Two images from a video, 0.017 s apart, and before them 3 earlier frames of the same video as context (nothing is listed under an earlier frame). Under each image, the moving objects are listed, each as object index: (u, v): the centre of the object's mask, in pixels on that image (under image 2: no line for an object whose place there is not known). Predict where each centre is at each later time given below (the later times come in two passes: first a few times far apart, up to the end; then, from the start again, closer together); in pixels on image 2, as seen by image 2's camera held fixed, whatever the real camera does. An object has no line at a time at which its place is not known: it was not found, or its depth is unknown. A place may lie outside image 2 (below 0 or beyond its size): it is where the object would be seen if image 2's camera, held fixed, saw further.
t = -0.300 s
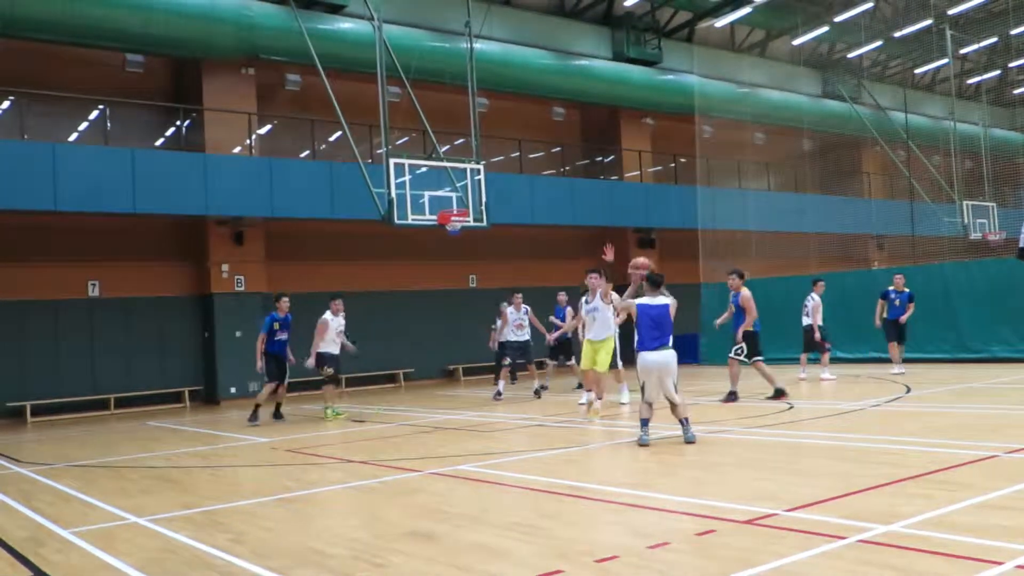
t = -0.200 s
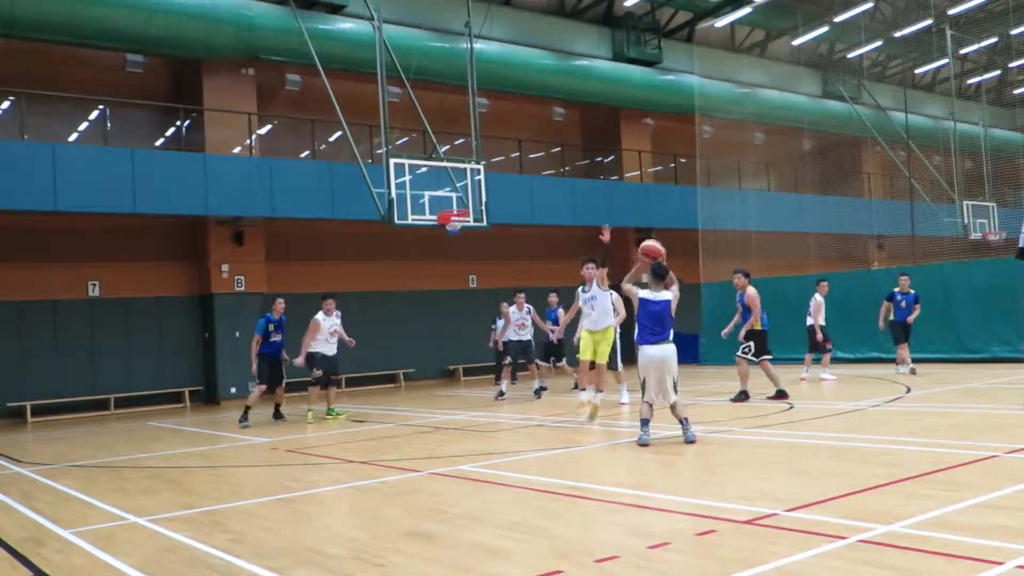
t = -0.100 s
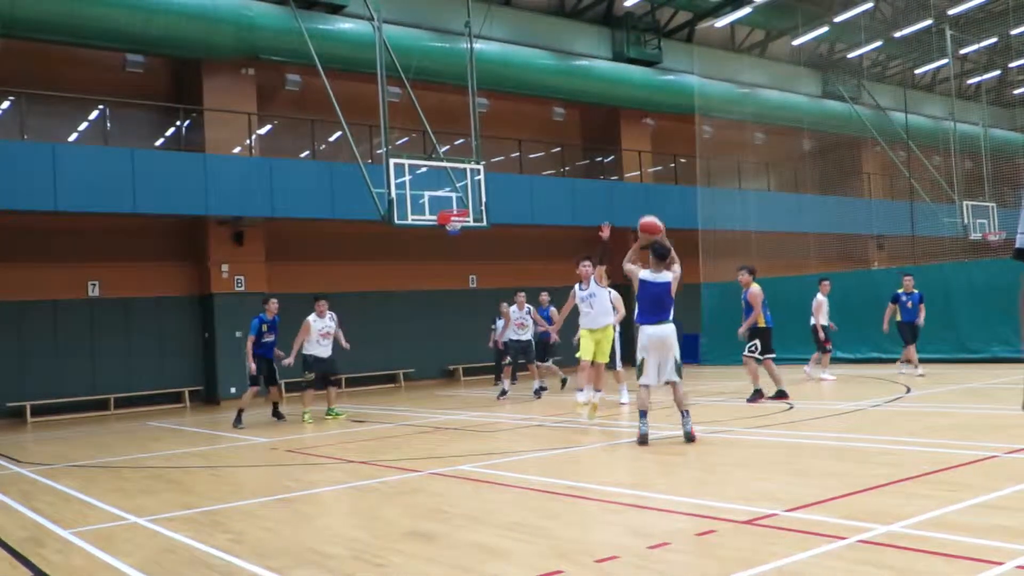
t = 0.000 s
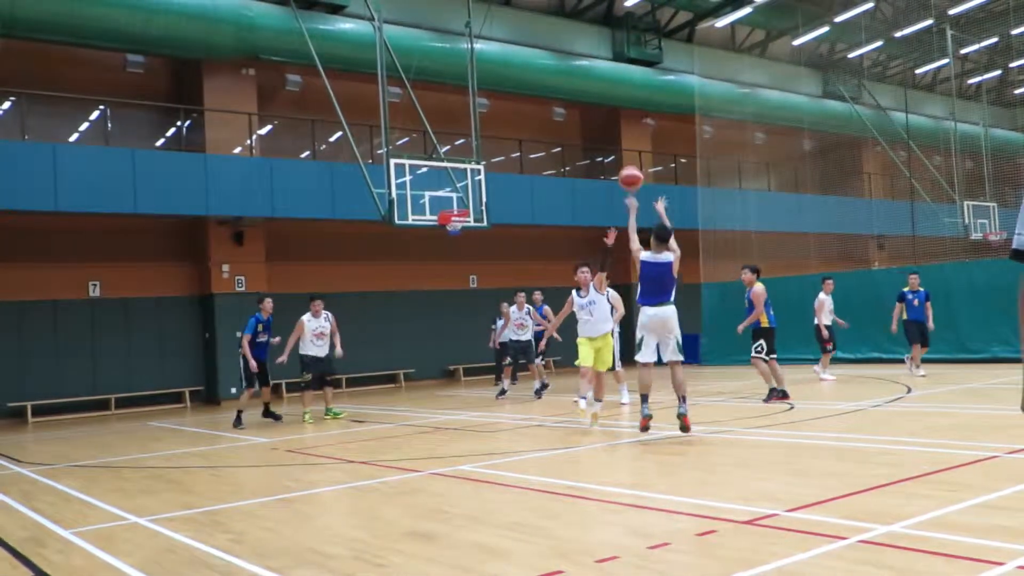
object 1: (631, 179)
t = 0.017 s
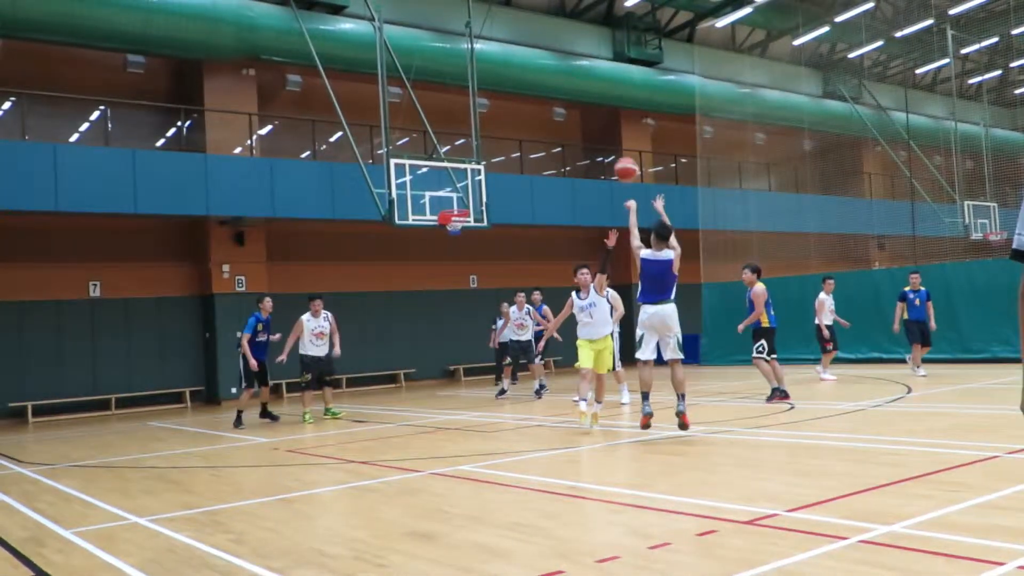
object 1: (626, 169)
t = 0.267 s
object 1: (567, 87)
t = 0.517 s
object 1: (526, 69)
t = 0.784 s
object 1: (494, 100)
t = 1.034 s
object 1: (472, 162)
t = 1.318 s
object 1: (454, 206)
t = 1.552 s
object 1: (459, 206)
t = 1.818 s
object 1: (470, 205)
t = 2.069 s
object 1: (487, 232)
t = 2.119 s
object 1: (491, 241)
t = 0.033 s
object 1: (622, 161)
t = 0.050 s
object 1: (619, 154)
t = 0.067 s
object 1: (613, 147)
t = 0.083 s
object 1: (609, 140)
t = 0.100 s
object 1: (604, 133)
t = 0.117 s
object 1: (600, 127)
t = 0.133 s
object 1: (596, 121)
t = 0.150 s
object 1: (593, 116)
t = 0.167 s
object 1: (589, 111)
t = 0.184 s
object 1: (586, 106)
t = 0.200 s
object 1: (582, 102)
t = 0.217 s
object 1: (579, 98)
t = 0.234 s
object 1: (575, 94)
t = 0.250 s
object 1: (571, 90)
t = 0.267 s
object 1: (567, 87)
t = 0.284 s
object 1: (564, 84)
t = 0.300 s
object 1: (561, 82)
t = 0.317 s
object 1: (558, 80)
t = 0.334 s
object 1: (555, 77)
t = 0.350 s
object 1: (552, 76)
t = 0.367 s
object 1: (548, 74)
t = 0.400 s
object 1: (543, 72)
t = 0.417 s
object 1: (540, 70)
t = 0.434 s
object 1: (538, 70)
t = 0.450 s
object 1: (534, 69)
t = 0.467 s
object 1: (532, 69)
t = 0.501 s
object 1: (527, 69)
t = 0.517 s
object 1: (526, 69)
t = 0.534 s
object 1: (523, 70)
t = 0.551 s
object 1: (520, 71)
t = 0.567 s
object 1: (519, 72)
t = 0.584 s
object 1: (516, 74)
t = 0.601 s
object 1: (513, 75)
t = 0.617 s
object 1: (512, 76)
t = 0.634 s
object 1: (509, 77)
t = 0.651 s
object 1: (507, 79)
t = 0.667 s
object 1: (505, 81)
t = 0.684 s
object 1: (503, 84)
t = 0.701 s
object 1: (502, 87)
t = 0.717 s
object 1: (499, 90)
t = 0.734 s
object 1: (498, 92)
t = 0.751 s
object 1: (497, 94)
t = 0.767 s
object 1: (496, 97)
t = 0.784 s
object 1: (494, 100)
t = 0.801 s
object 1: (493, 103)
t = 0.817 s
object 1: (491, 107)
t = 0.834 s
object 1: (489, 111)
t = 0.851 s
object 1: (487, 113)
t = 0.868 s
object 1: (485, 117)
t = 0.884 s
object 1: (484, 121)
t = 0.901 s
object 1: (482, 126)
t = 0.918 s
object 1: (482, 129)
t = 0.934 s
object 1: (480, 135)
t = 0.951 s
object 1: (479, 139)
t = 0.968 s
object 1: (478, 144)
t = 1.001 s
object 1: (474, 153)
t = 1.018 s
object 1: (473, 157)
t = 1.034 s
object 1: (472, 162)
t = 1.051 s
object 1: (469, 167)
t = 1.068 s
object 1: (468, 174)
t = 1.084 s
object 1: (467, 179)
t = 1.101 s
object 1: (466, 185)
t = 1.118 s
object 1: (464, 189)
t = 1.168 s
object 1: (461, 206)
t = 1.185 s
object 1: (458, 210)
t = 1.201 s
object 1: (455, 212)
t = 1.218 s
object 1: (451, 213)
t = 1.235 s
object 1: (449, 212)
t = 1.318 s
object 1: (454, 206)
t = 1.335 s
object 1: (457, 206)
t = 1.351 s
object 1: (461, 209)
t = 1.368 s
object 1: (461, 209)
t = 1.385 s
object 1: (461, 206)
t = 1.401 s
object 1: (461, 206)
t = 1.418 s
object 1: (461, 205)
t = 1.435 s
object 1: (461, 208)
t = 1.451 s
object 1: (461, 208)
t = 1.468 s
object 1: (460, 206)
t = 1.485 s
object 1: (460, 205)
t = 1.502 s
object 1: (460, 206)
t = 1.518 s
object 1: (460, 206)
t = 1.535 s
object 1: (460, 205)
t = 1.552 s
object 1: (459, 206)
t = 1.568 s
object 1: (458, 206)
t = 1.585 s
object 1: (459, 207)
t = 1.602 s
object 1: (458, 206)
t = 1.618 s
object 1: (459, 207)
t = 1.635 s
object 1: (459, 207)
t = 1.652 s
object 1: (459, 206)
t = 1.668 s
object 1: (460, 206)
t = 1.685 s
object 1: (461, 204)
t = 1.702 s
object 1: (463, 205)
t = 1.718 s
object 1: (465, 204)
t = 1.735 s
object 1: (465, 204)
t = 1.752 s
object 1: (466, 204)
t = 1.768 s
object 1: (467, 204)
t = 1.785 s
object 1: (468, 204)
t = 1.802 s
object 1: (470, 205)
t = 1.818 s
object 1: (470, 205)
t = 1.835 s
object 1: (472, 206)
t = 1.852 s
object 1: (473, 206)
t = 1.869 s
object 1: (473, 207)
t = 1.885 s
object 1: (474, 208)
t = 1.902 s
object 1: (475, 209)
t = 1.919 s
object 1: (476, 211)
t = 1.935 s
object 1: (477, 213)
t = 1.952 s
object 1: (479, 215)
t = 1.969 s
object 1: (479, 217)
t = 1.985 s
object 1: (481, 219)
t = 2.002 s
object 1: (482, 220)
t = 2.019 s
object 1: (484, 223)
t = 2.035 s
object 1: (485, 226)
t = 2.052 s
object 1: (487, 229)
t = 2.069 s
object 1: (487, 232)
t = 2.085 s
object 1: (489, 235)
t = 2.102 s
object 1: (490, 238)
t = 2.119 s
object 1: (491, 241)
